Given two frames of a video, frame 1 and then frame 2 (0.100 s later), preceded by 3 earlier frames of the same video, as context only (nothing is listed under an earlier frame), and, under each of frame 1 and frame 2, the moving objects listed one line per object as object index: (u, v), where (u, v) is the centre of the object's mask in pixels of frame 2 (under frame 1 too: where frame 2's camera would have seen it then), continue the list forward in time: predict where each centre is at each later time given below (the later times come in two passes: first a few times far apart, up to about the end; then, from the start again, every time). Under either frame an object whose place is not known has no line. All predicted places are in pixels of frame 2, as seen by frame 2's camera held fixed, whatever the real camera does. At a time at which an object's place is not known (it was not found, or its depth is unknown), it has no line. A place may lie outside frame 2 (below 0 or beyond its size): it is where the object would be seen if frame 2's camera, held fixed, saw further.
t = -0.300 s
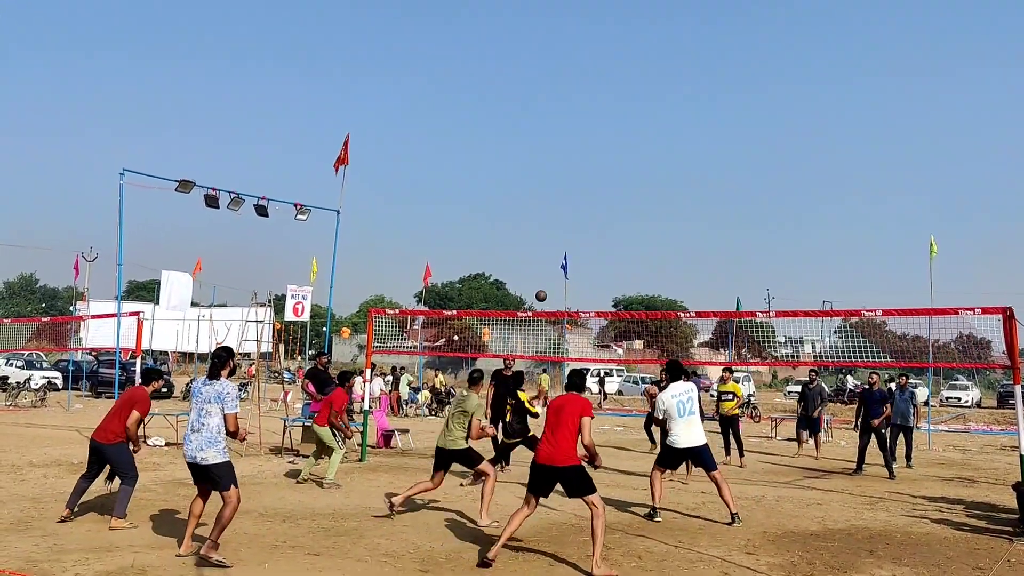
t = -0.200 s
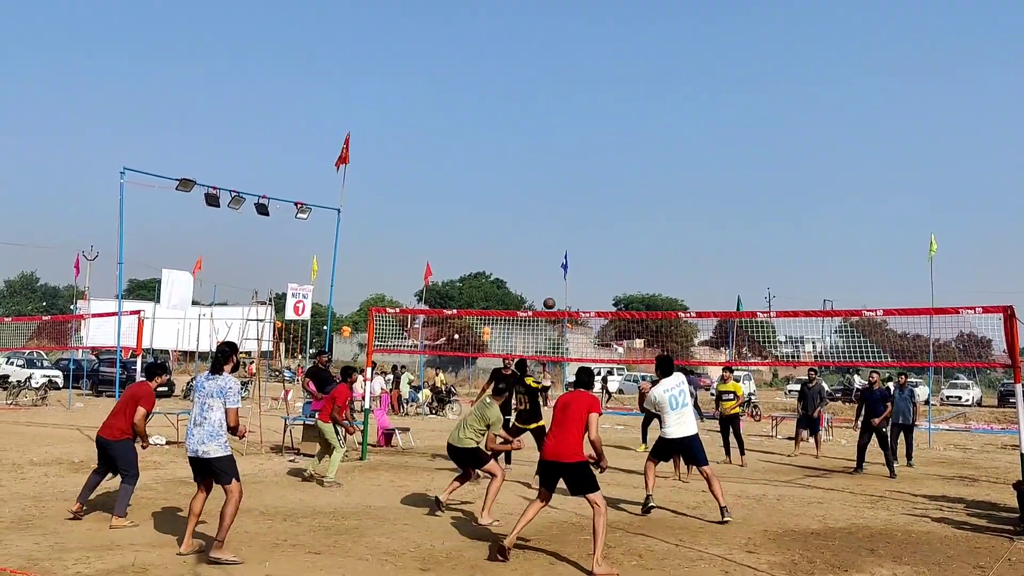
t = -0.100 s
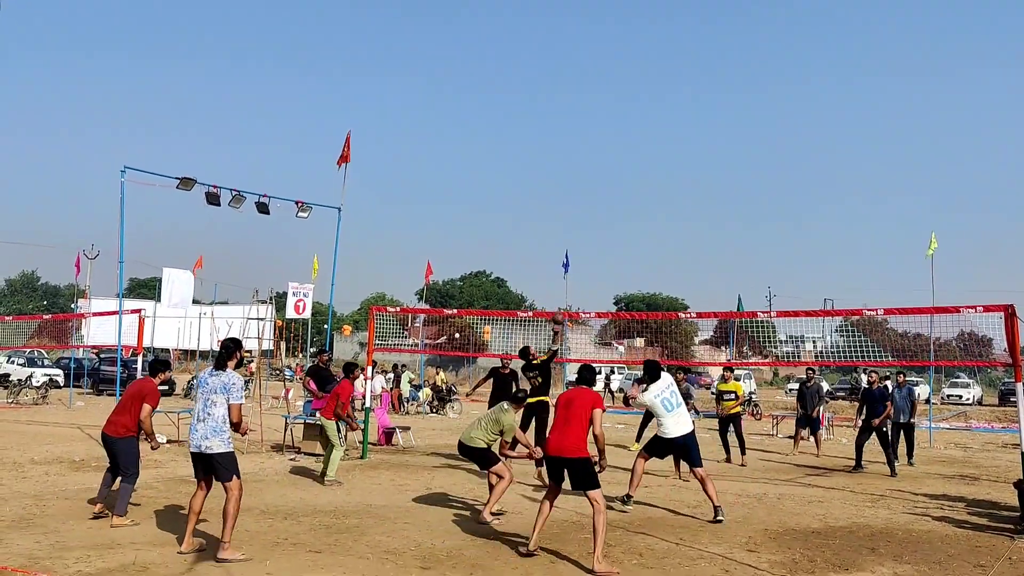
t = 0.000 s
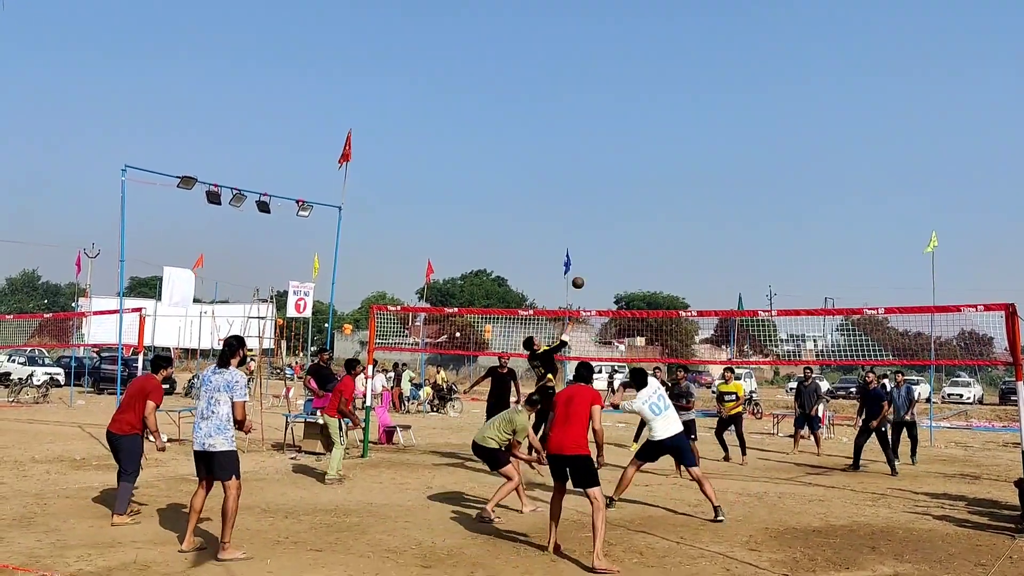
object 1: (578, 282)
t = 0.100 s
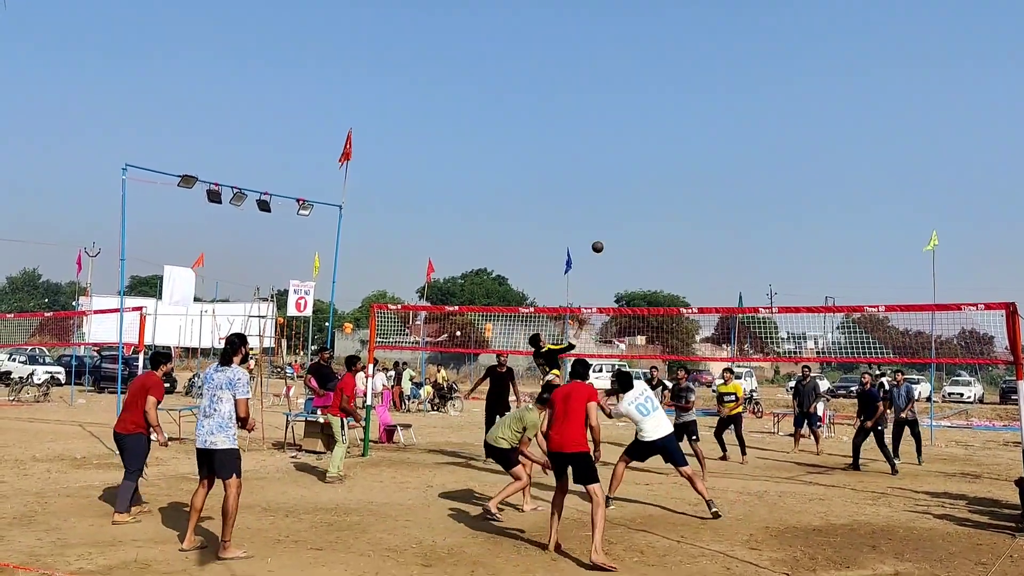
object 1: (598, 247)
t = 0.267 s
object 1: (627, 209)
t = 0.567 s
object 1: (670, 189)
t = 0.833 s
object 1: (702, 215)
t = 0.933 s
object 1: (713, 233)
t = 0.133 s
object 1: (604, 237)
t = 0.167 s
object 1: (609, 229)
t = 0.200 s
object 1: (615, 221)
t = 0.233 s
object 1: (621, 214)
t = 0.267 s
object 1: (627, 209)
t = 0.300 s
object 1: (632, 203)
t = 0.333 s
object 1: (637, 199)
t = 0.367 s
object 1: (642, 195)
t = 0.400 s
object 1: (647, 192)
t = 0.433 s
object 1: (652, 190)
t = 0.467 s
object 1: (657, 189)
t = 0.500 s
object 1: (661, 188)
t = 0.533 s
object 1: (666, 188)
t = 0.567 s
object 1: (670, 189)
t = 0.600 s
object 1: (675, 190)
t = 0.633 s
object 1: (679, 192)
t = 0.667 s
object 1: (683, 195)
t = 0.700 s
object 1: (687, 198)
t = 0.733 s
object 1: (691, 201)
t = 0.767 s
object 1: (694, 205)
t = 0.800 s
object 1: (698, 210)
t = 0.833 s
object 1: (702, 215)
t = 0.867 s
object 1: (706, 221)
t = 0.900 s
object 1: (709, 227)
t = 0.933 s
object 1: (713, 233)
